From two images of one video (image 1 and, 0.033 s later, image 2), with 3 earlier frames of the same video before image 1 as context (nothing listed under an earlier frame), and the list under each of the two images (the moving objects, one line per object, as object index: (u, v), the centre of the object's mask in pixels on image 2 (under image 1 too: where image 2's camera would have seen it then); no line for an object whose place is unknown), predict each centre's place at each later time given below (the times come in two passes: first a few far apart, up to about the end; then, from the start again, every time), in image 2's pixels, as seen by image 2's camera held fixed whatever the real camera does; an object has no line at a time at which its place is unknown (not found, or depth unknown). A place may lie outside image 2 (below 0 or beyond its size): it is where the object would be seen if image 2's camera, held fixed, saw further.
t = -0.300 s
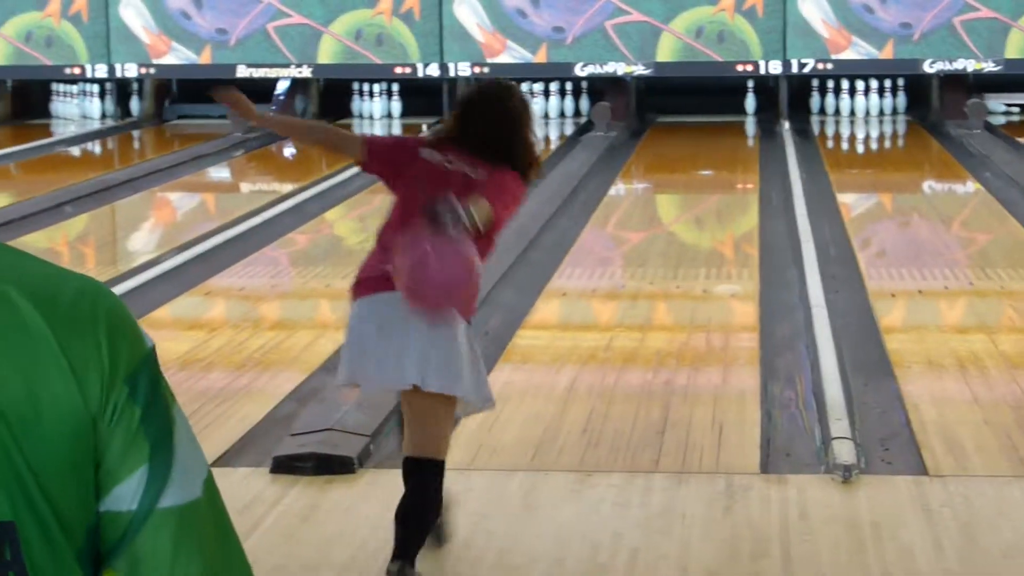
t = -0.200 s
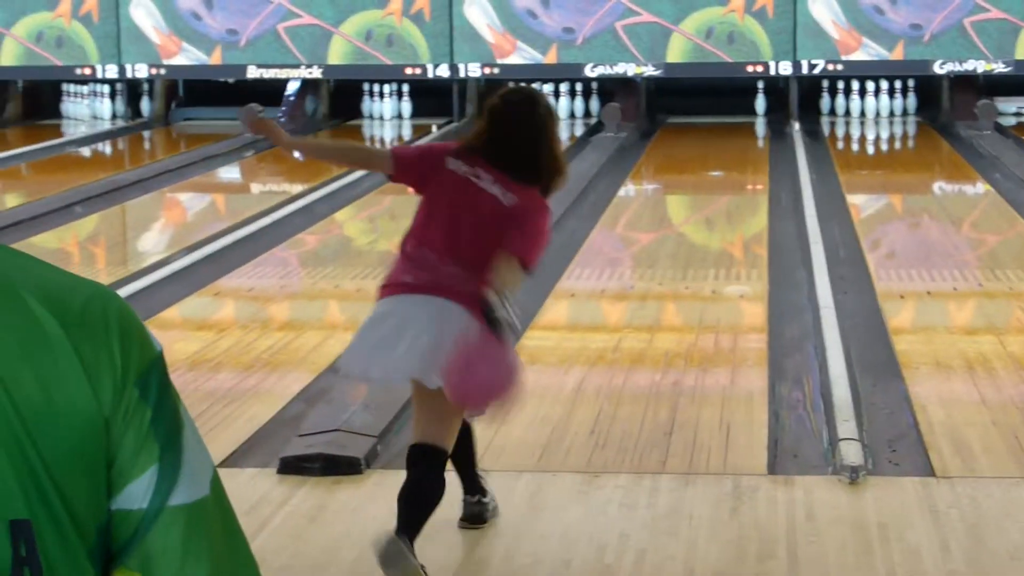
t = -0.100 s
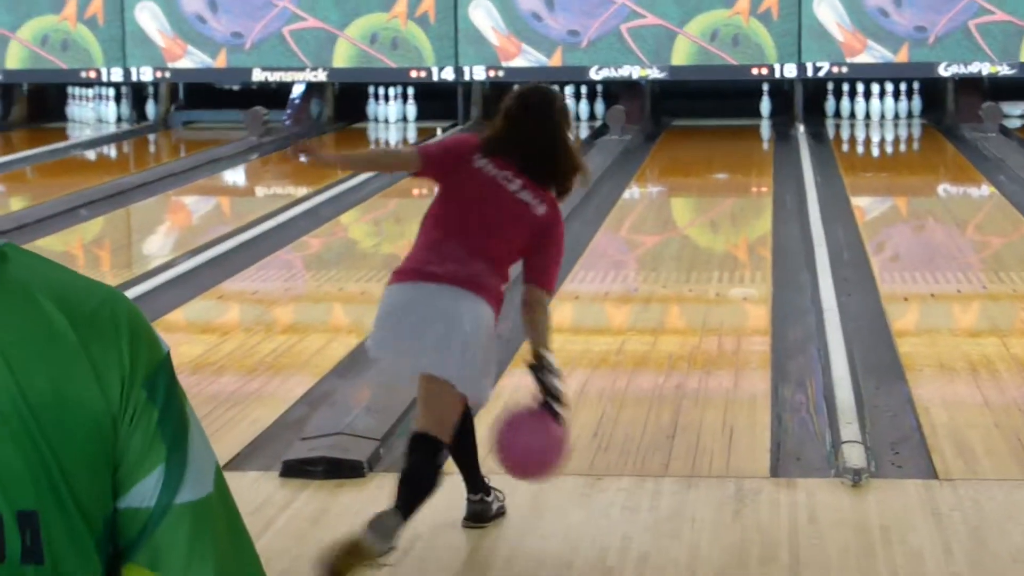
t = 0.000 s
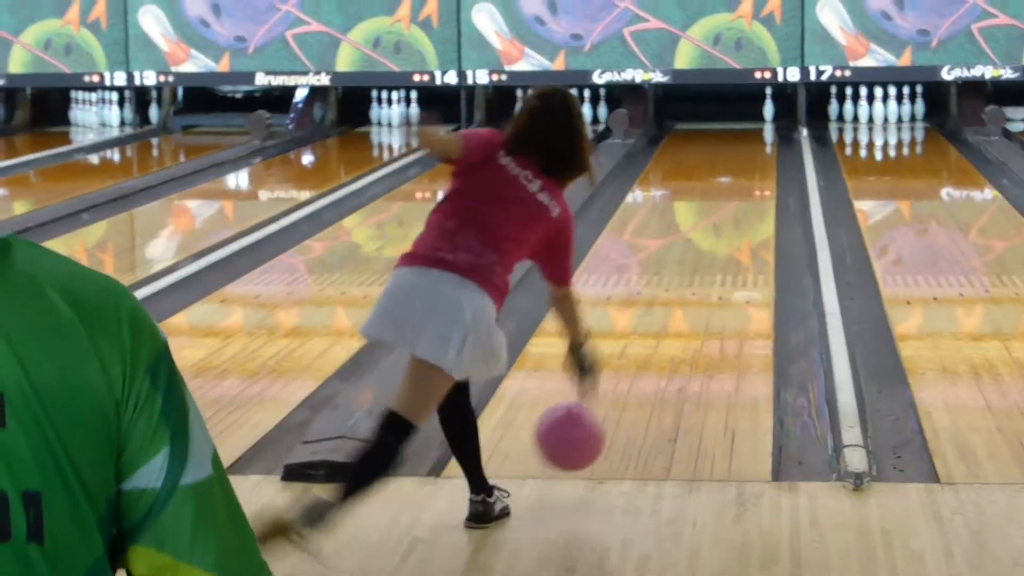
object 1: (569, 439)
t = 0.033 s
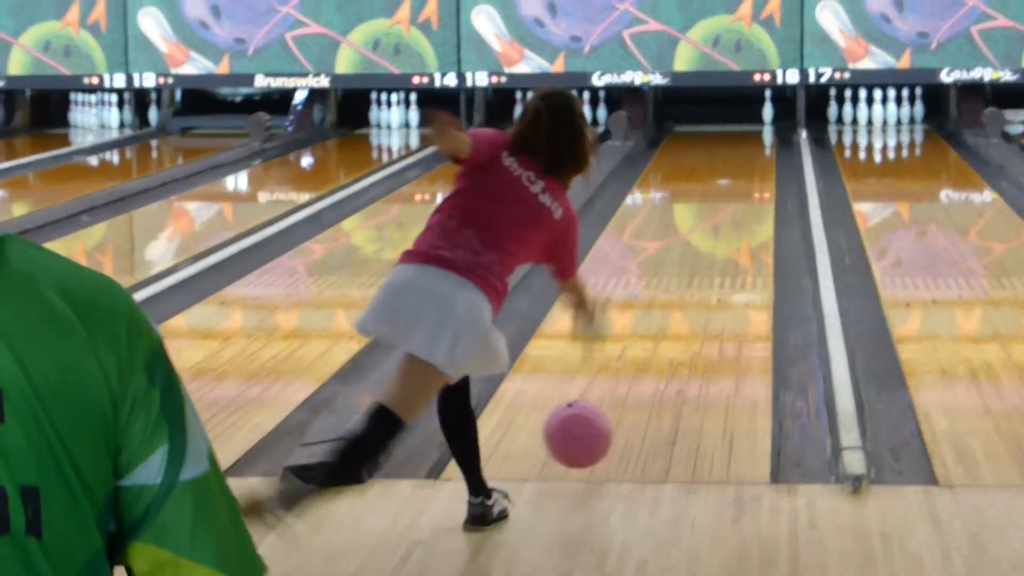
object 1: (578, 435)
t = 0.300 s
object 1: (638, 362)
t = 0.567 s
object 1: (680, 299)
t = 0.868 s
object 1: (714, 250)
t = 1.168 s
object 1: (738, 214)
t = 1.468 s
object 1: (756, 186)
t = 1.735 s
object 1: (767, 166)
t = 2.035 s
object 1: (777, 148)
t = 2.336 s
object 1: (789, 138)
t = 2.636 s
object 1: (786, 128)
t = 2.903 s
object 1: (785, 123)
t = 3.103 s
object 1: (784, 123)
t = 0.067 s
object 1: (585, 434)
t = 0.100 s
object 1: (595, 427)
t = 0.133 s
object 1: (603, 415)
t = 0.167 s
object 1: (610, 404)
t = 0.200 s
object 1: (618, 393)
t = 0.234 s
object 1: (626, 381)
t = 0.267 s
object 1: (632, 372)
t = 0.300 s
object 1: (638, 362)
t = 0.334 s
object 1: (644, 353)
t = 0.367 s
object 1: (650, 345)
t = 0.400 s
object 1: (656, 336)
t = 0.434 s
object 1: (660, 328)
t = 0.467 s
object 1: (667, 320)
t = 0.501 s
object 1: (671, 313)
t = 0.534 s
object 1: (676, 306)
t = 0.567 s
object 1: (680, 299)
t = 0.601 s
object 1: (685, 292)
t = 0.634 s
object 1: (688, 287)
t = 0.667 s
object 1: (694, 280)
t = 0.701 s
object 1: (696, 275)
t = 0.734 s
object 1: (700, 270)
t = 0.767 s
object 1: (704, 265)
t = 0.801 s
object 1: (706, 260)
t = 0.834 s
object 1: (710, 256)
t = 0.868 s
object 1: (714, 250)
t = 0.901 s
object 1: (718, 245)
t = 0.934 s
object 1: (720, 241)
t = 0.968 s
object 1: (723, 237)
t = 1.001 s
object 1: (726, 232)
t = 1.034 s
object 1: (729, 228)
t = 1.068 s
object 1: (731, 225)
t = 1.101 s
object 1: (733, 221)
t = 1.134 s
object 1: (736, 217)
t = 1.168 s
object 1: (738, 214)
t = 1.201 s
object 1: (740, 210)
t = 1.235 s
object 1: (742, 206)
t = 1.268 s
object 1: (744, 204)
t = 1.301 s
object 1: (746, 200)
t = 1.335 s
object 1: (748, 197)
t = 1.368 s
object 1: (750, 195)
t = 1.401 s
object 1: (752, 191)
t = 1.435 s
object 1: (754, 189)
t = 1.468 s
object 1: (756, 186)
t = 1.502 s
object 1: (757, 183)
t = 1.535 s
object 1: (759, 181)
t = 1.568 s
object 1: (761, 178)
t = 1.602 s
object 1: (762, 175)
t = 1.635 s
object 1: (763, 173)
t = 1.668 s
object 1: (765, 170)
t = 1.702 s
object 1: (766, 168)
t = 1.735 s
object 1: (767, 166)
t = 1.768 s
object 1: (768, 164)
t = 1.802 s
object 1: (770, 161)
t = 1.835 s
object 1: (771, 159)
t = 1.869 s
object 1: (772, 157)
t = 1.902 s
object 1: (773, 155)
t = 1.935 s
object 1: (774, 153)
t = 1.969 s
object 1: (775, 151)
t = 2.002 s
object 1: (776, 149)
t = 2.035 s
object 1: (777, 148)
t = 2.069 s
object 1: (778, 146)
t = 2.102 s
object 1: (779, 144)
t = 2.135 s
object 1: (780, 143)
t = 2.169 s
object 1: (782, 142)
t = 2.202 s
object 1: (783, 141)
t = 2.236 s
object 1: (785, 141)
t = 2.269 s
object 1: (787, 142)
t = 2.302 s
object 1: (789, 140)
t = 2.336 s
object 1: (789, 138)
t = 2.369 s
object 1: (787, 137)
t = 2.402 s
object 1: (787, 137)
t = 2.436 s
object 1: (788, 135)
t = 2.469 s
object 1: (788, 134)
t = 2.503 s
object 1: (789, 132)
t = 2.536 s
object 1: (789, 131)
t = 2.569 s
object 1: (788, 130)
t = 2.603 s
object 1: (787, 130)
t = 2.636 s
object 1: (786, 128)
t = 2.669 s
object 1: (785, 127)
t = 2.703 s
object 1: (785, 126)
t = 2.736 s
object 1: (785, 125)
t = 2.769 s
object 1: (785, 124)
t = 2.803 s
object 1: (785, 123)
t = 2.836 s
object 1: (785, 123)
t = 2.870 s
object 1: (786, 123)
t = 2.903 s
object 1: (785, 123)
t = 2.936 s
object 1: (785, 122)
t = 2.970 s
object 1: (785, 122)
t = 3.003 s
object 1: (785, 122)
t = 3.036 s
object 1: (785, 123)
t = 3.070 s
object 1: (784, 123)
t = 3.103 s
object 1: (784, 123)
